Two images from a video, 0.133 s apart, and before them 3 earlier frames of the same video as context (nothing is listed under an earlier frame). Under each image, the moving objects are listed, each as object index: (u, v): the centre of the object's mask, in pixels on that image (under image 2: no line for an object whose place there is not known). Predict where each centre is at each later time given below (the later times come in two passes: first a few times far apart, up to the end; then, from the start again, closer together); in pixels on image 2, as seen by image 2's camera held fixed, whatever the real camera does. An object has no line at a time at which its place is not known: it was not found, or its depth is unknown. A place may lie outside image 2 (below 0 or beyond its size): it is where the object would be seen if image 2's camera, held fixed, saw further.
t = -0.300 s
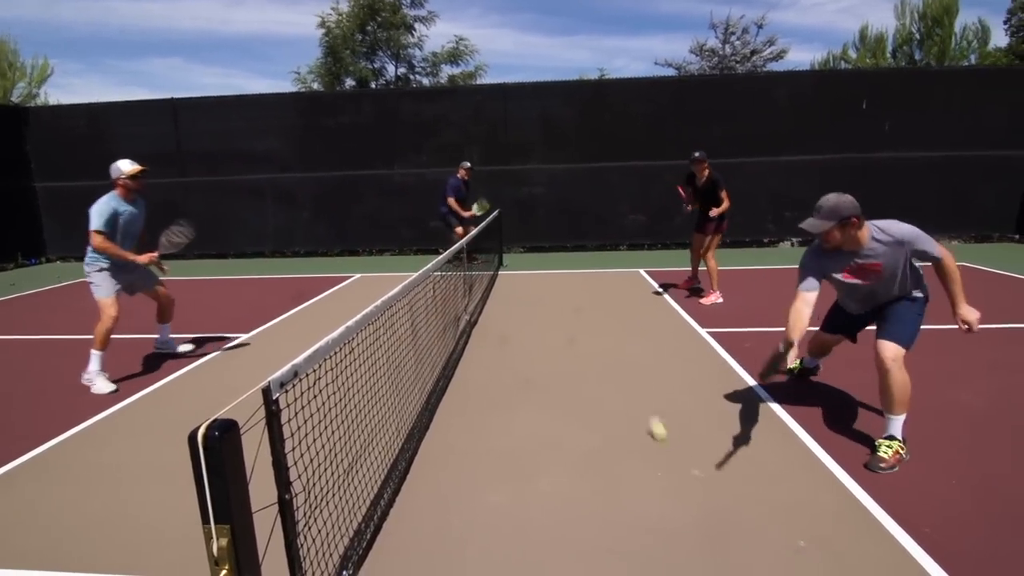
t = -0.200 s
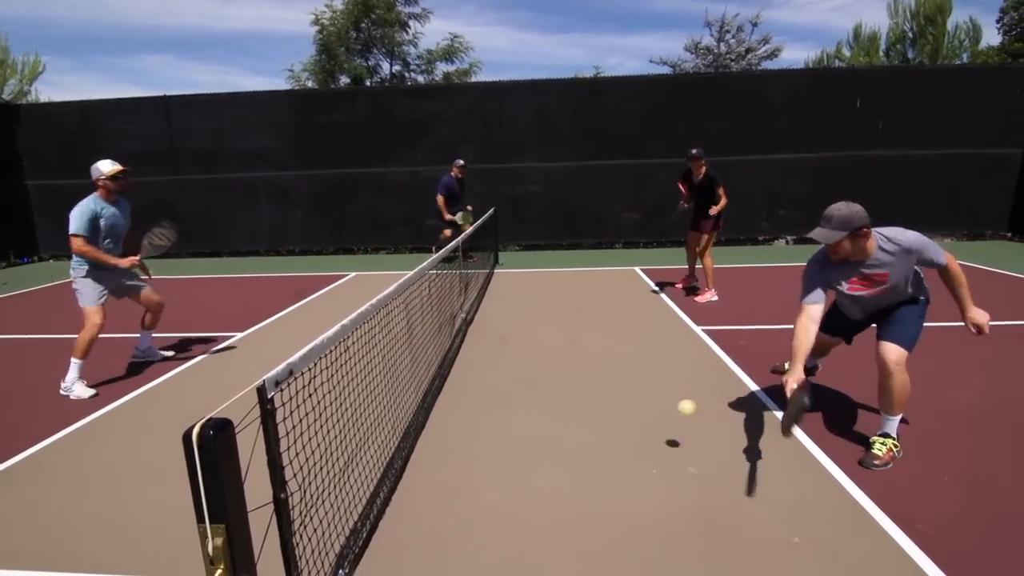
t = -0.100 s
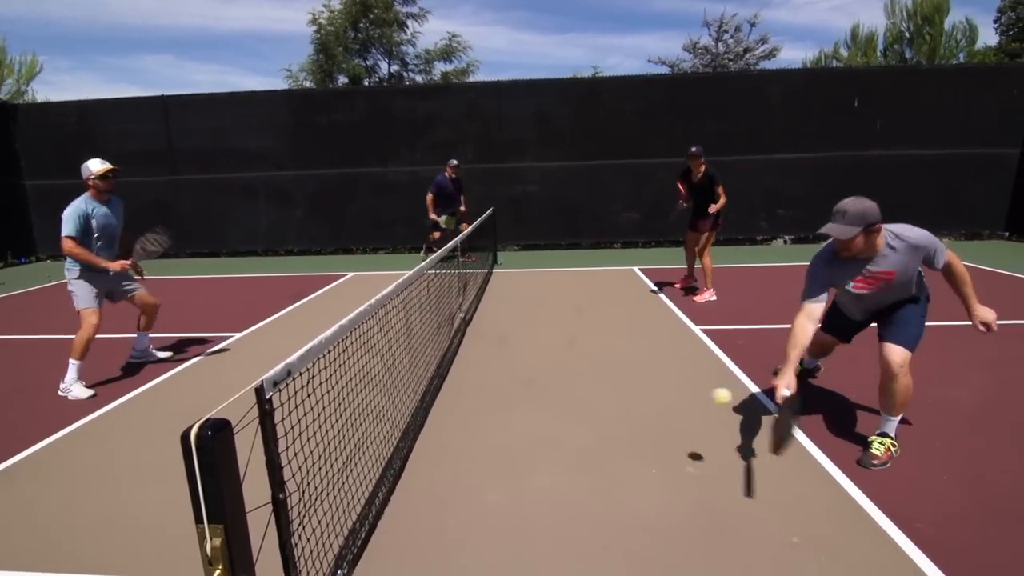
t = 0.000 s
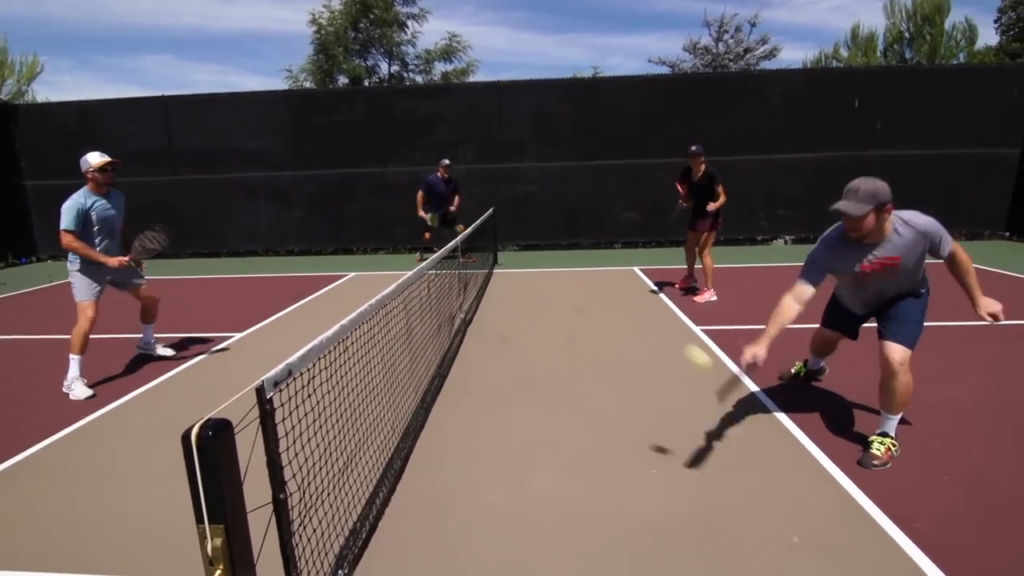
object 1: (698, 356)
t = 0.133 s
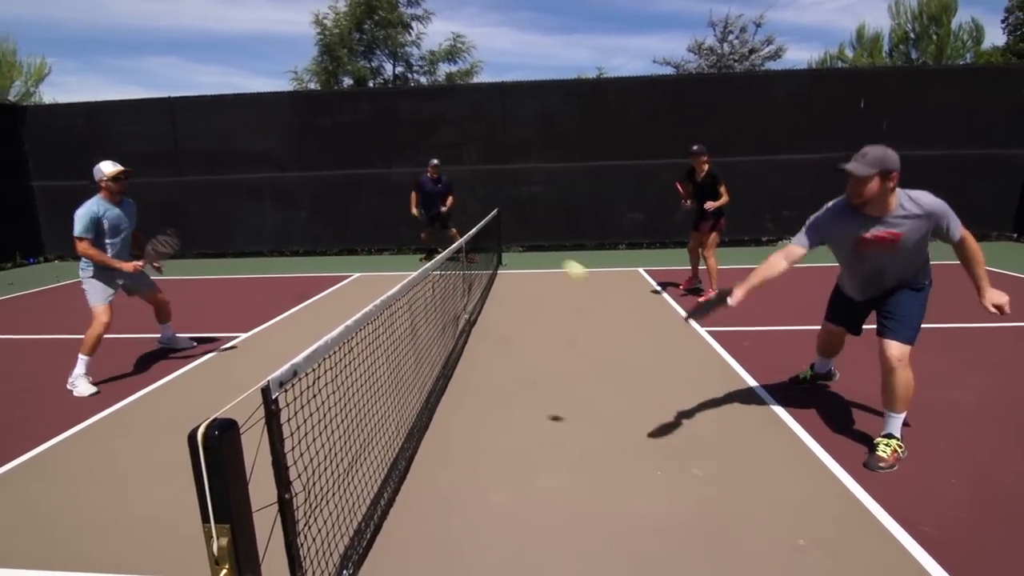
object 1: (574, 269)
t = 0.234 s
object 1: (489, 234)
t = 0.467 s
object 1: (329, 234)
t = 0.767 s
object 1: (197, 349)
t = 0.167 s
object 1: (545, 255)
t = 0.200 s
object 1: (516, 243)
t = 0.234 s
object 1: (489, 234)
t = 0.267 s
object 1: (461, 227)
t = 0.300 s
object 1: (438, 223)
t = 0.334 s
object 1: (413, 221)
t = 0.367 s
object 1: (390, 222)
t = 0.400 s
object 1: (369, 224)
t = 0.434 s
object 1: (348, 228)
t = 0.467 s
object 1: (329, 234)
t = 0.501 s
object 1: (310, 242)
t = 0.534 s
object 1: (293, 251)
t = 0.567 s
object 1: (277, 262)
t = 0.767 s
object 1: (197, 349)
